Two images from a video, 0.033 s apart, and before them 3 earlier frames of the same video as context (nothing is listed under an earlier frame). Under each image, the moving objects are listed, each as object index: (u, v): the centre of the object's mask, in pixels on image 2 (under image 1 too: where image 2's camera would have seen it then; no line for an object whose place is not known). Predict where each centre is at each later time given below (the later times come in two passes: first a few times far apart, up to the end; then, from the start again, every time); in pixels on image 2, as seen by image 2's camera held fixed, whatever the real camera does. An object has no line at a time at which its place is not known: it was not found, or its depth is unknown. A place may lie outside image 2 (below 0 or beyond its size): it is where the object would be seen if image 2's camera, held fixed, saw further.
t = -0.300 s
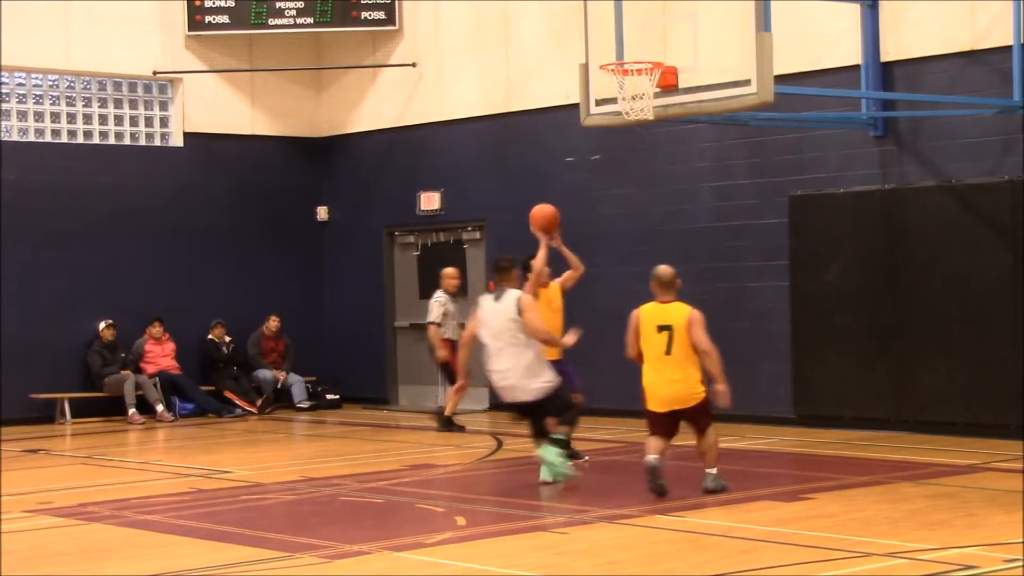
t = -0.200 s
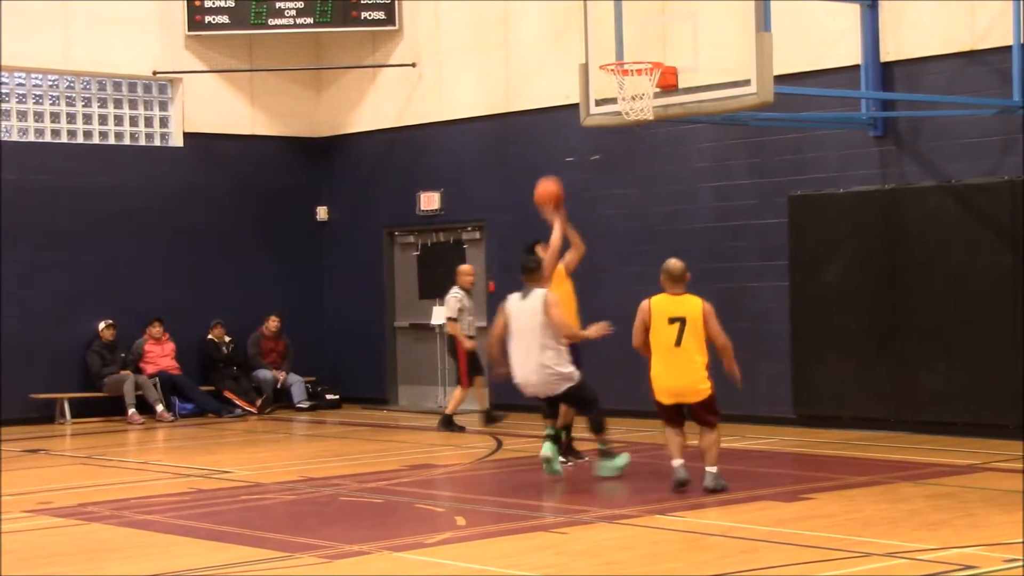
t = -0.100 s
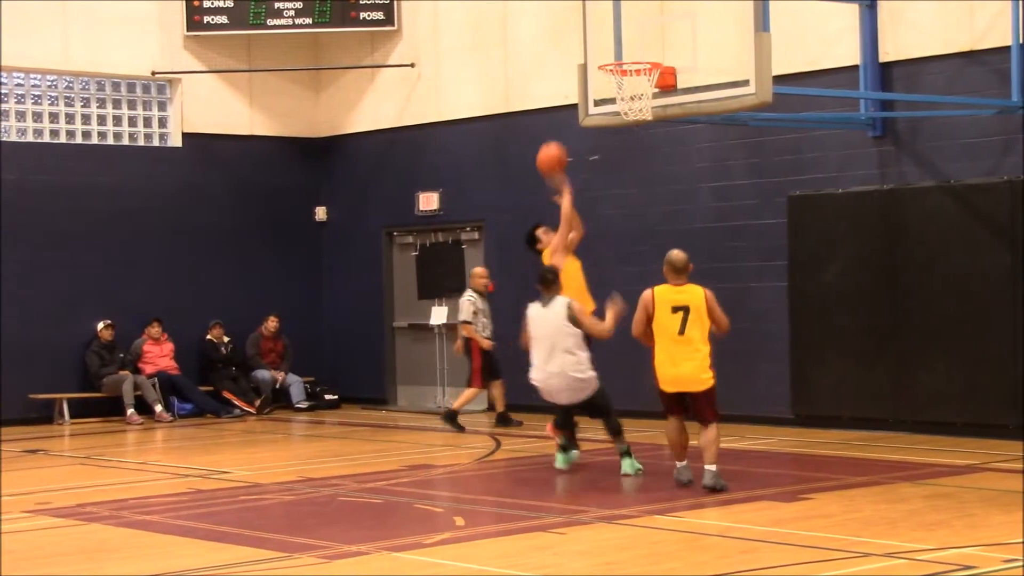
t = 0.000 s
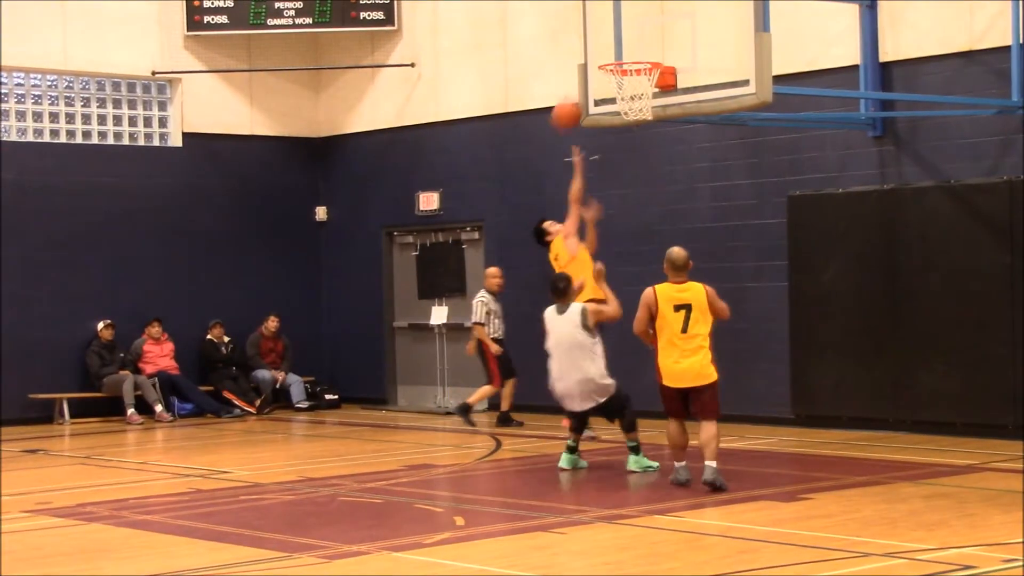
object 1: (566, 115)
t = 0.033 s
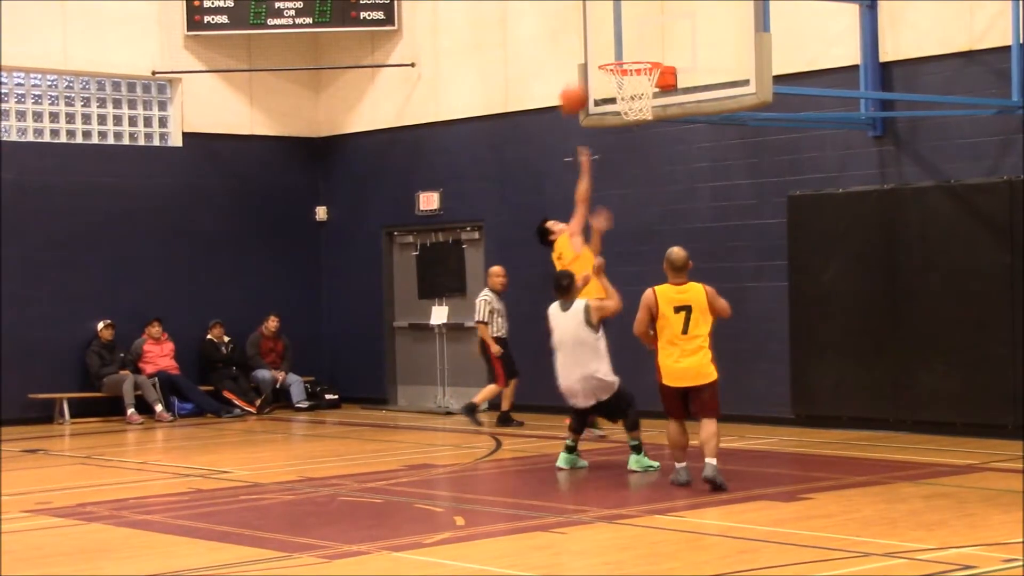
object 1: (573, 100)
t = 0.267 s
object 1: (606, 41)
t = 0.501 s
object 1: (606, 59)
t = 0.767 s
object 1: (568, 122)
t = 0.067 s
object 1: (580, 84)
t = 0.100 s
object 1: (585, 73)
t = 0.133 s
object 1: (590, 62)
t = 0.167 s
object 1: (597, 53)
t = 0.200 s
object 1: (604, 45)
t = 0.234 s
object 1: (605, 42)
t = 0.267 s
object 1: (606, 41)
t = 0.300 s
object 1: (606, 40)
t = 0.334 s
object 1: (608, 41)
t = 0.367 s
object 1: (608, 44)
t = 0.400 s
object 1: (609, 48)
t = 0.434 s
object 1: (610, 51)
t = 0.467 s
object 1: (610, 55)
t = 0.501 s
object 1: (606, 59)
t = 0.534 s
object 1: (599, 64)
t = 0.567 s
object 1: (594, 70)
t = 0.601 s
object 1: (591, 76)
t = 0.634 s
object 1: (587, 82)
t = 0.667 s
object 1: (583, 89)
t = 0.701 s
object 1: (578, 100)
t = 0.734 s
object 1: (573, 110)
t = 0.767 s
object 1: (568, 122)
